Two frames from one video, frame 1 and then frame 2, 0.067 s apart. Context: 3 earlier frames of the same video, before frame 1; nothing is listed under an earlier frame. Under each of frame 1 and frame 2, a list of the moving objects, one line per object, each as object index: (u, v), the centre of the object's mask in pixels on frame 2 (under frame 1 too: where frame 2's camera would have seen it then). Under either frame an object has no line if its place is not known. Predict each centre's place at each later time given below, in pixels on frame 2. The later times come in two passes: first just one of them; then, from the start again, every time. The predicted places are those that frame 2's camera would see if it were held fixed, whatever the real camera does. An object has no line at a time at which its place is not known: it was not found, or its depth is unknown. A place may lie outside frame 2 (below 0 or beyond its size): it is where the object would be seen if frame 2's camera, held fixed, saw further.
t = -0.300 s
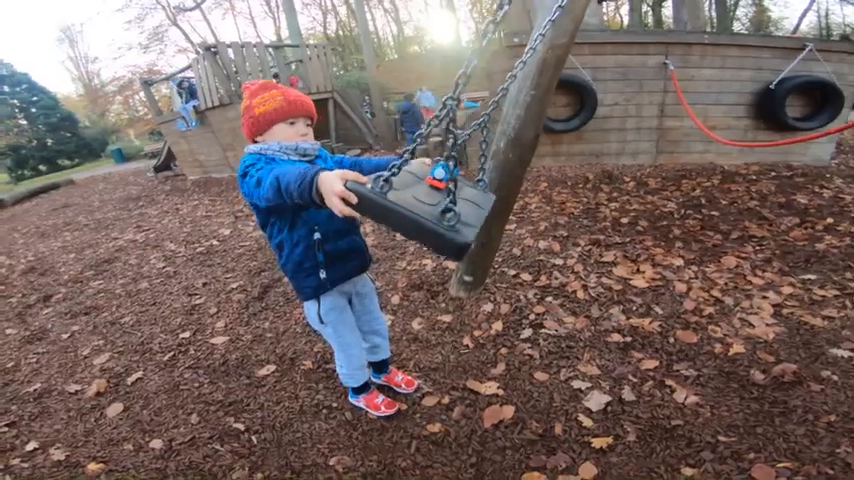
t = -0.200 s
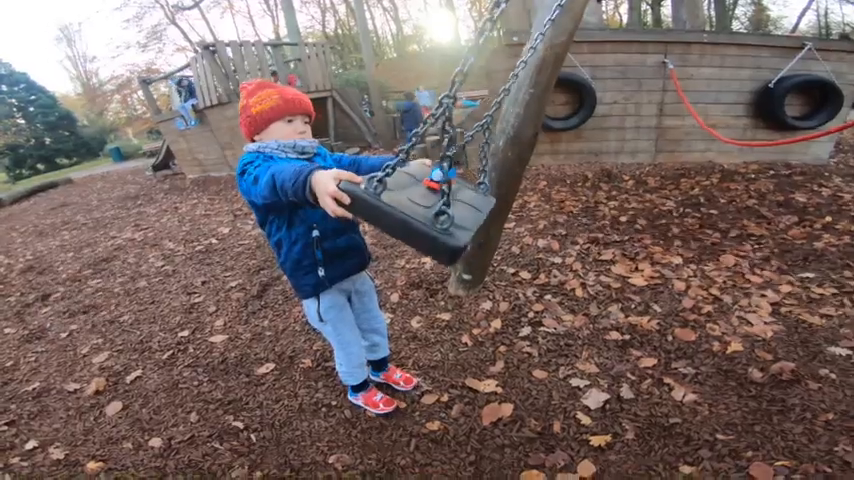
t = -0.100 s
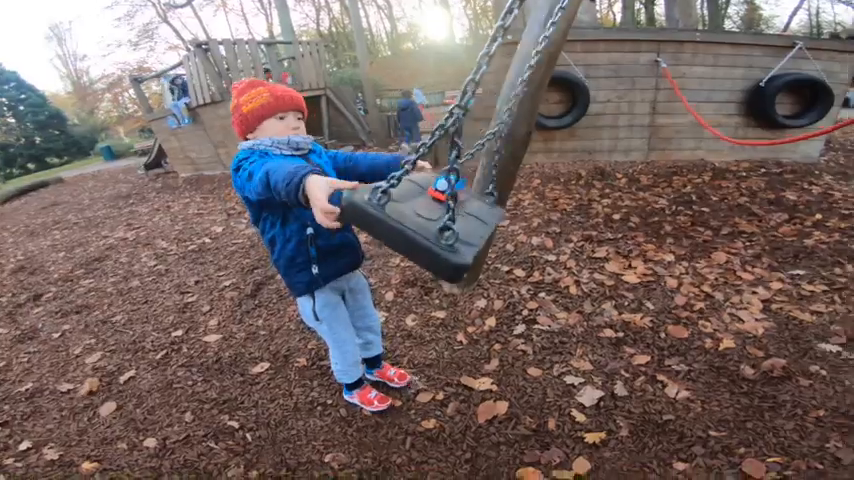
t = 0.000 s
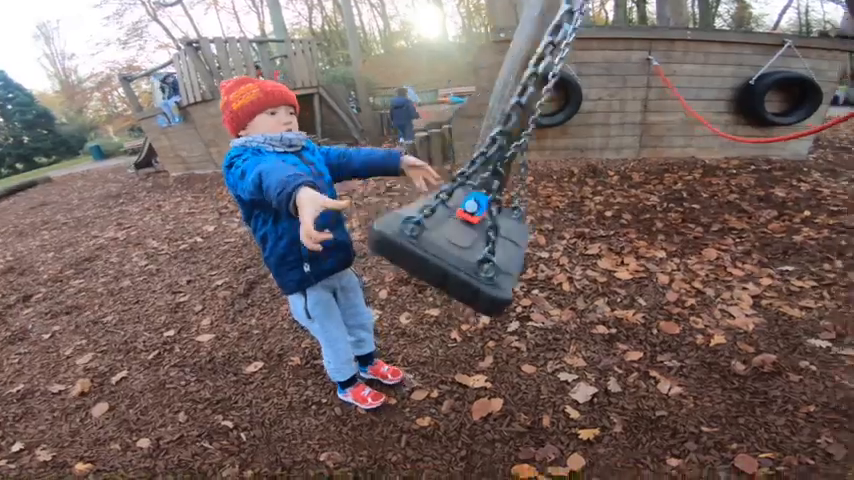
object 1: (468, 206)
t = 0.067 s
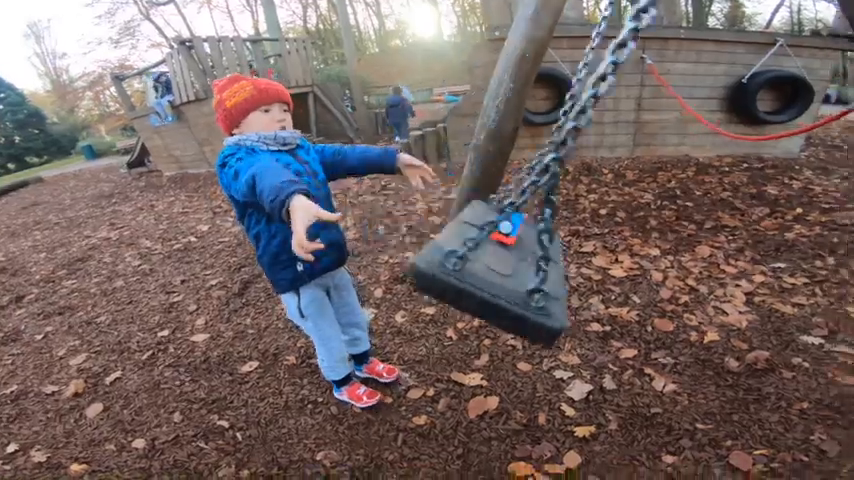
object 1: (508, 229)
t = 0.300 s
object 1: (734, 308)
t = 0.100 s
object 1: (530, 237)
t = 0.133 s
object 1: (557, 250)
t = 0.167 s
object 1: (587, 263)
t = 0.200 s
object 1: (620, 275)
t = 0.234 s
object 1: (656, 287)
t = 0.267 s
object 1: (694, 298)
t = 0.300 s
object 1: (734, 308)
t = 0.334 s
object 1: (778, 318)
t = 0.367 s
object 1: (822, 327)
